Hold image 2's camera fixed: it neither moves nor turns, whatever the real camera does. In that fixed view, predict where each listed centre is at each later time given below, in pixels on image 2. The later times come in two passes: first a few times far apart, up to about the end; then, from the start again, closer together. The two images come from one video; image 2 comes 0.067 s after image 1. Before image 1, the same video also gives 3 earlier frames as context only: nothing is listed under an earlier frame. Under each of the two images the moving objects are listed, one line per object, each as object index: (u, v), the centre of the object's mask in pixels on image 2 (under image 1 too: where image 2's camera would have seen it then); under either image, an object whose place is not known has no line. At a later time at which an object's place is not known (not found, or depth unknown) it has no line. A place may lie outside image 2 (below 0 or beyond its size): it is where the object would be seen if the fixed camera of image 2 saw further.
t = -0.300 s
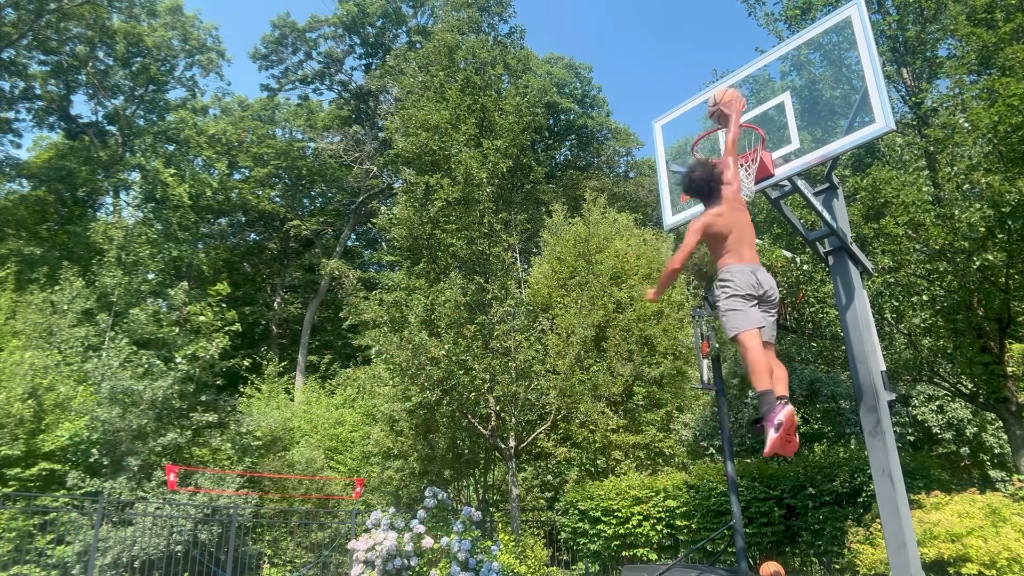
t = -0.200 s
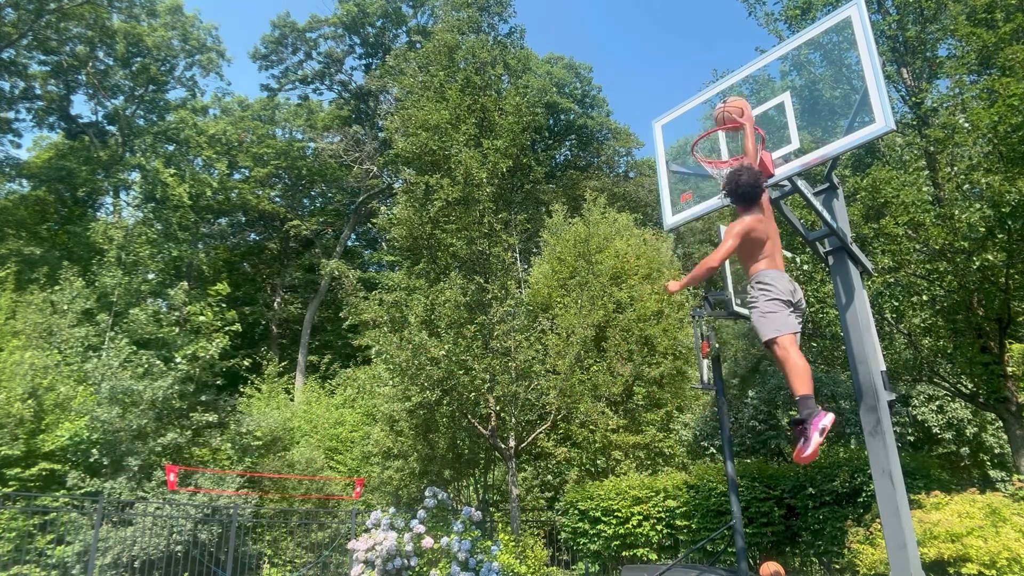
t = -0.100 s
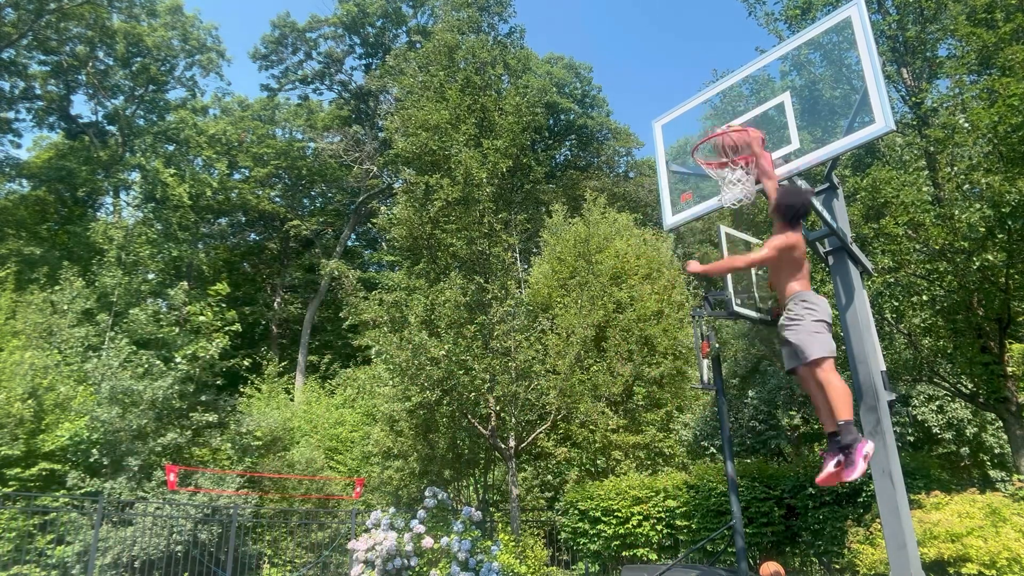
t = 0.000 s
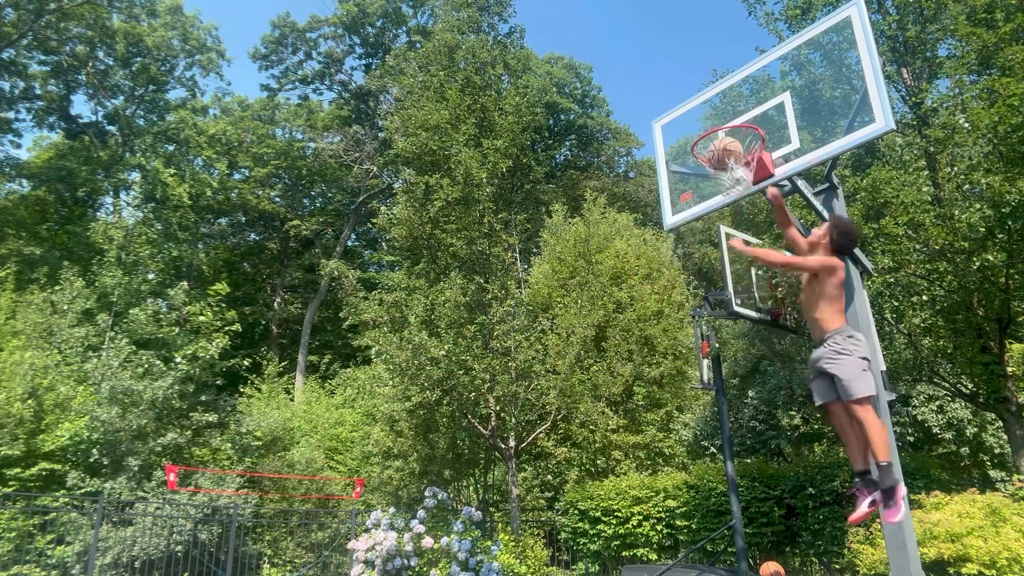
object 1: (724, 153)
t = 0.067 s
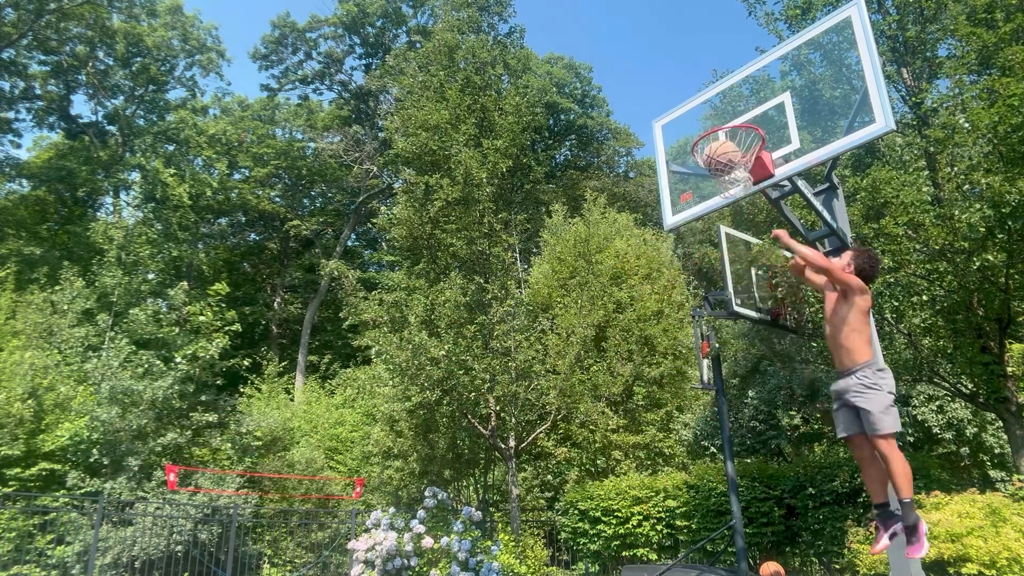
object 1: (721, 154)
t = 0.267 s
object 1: (729, 148)
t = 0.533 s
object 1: (741, 197)
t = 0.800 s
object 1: (746, 279)
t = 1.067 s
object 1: (769, 467)
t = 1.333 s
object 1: (765, 445)
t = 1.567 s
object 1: (749, 346)
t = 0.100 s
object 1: (721, 150)
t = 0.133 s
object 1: (723, 146)
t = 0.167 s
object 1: (724, 144)
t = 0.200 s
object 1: (725, 143)
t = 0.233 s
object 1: (726, 146)
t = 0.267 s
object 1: (729, 148)
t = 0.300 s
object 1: (730, 152)
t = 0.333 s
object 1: (732, 155)
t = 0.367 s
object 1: (732, 159)
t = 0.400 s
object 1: (738, 160)
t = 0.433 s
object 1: (741, 170)
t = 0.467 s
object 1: (739, 192)
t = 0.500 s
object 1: (741, 195)
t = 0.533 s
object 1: (741, 197)
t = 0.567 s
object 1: (741, 202)
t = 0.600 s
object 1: (741, 207)
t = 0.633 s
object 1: (741, 215)
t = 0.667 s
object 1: (742, 224)
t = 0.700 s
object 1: (742, 236)
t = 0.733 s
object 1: (743, 249)
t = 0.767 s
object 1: (745, 263)
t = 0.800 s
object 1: (746, 279)
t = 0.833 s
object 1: (748, 296)
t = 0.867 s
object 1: (750, 315)
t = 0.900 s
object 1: (752, 335)
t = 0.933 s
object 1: (755, 358)
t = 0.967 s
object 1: (758, 382)
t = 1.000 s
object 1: (761, 408)
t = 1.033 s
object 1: (765, 436)
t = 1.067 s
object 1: (769, 467)
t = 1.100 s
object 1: (774, 499)
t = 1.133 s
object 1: (779, 534)
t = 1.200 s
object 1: (781, 551)
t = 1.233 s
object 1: (777, 520)
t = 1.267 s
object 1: (772, 493)
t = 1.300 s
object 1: (769, 468)
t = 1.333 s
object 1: (765, 445)
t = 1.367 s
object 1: (762, 425)
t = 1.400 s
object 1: (759, 407)
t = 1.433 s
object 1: (757, 391)
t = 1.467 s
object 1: (754, 377)
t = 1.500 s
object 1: (753, 365)
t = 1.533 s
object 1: (751, 355)
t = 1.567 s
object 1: (749, 346)
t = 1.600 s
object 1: (748, 338)
